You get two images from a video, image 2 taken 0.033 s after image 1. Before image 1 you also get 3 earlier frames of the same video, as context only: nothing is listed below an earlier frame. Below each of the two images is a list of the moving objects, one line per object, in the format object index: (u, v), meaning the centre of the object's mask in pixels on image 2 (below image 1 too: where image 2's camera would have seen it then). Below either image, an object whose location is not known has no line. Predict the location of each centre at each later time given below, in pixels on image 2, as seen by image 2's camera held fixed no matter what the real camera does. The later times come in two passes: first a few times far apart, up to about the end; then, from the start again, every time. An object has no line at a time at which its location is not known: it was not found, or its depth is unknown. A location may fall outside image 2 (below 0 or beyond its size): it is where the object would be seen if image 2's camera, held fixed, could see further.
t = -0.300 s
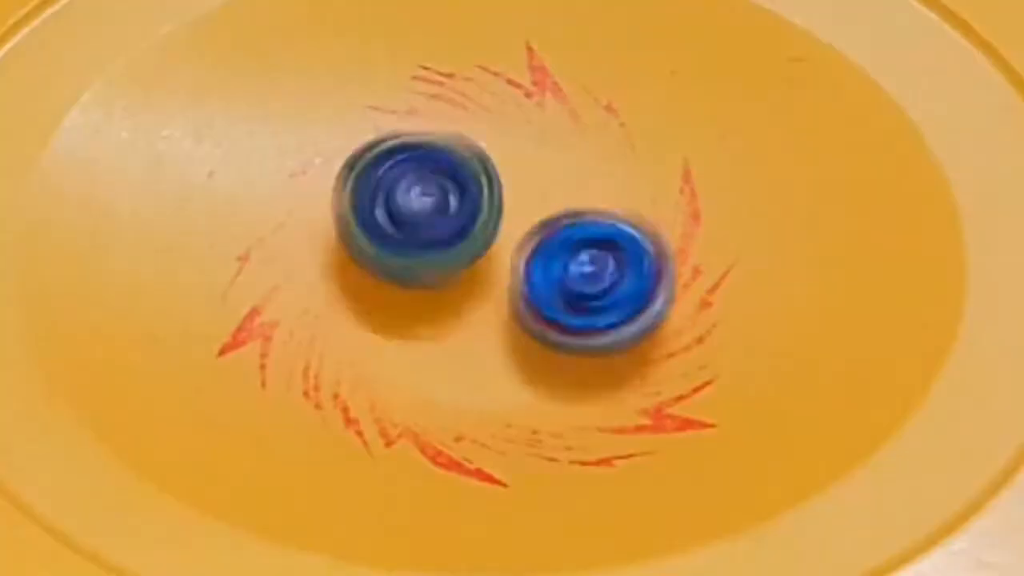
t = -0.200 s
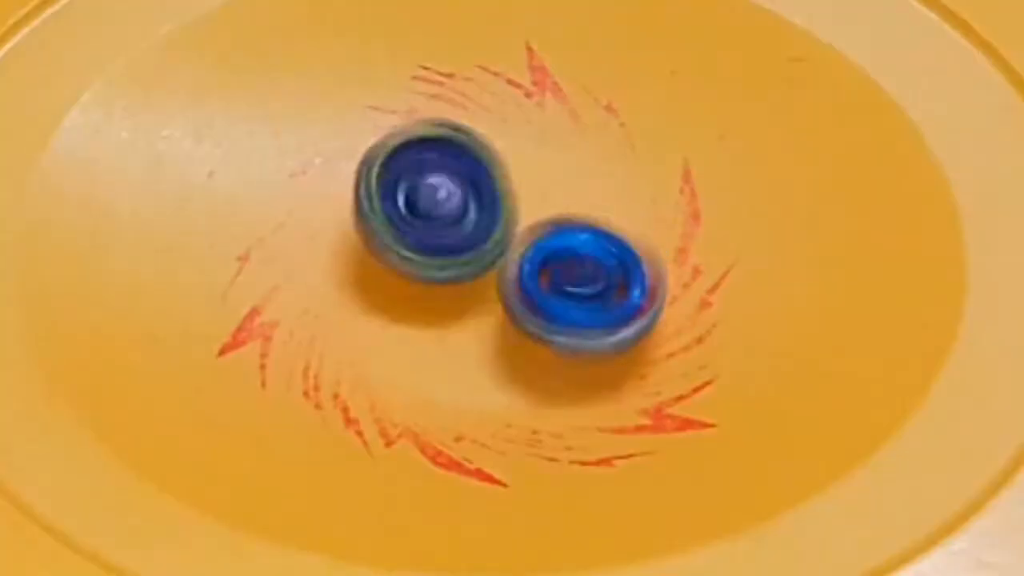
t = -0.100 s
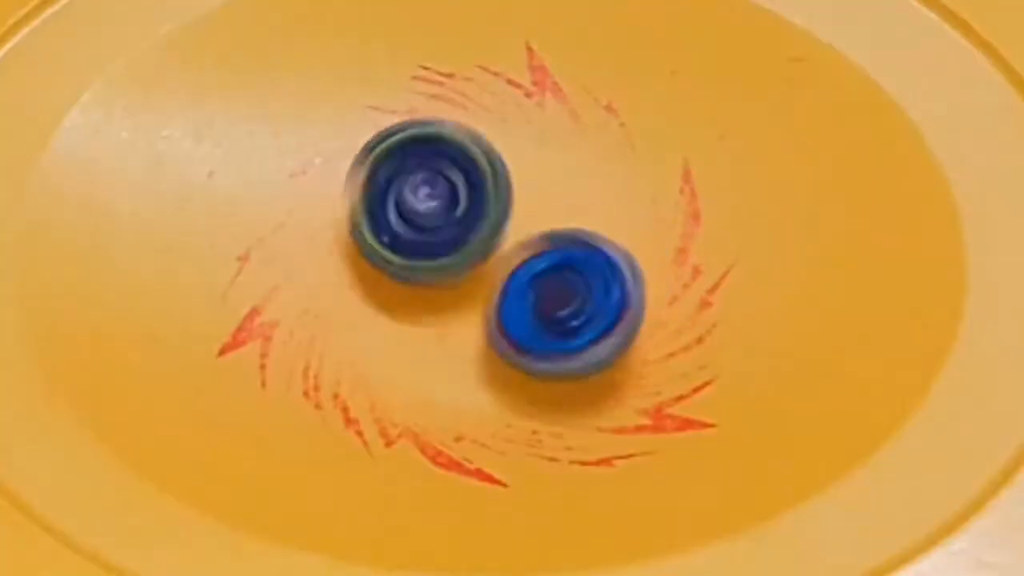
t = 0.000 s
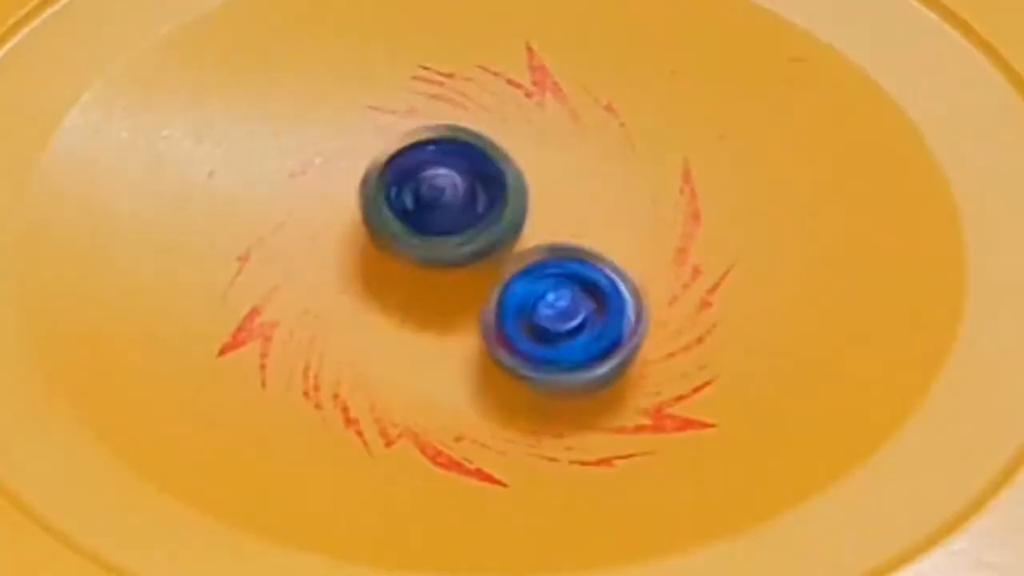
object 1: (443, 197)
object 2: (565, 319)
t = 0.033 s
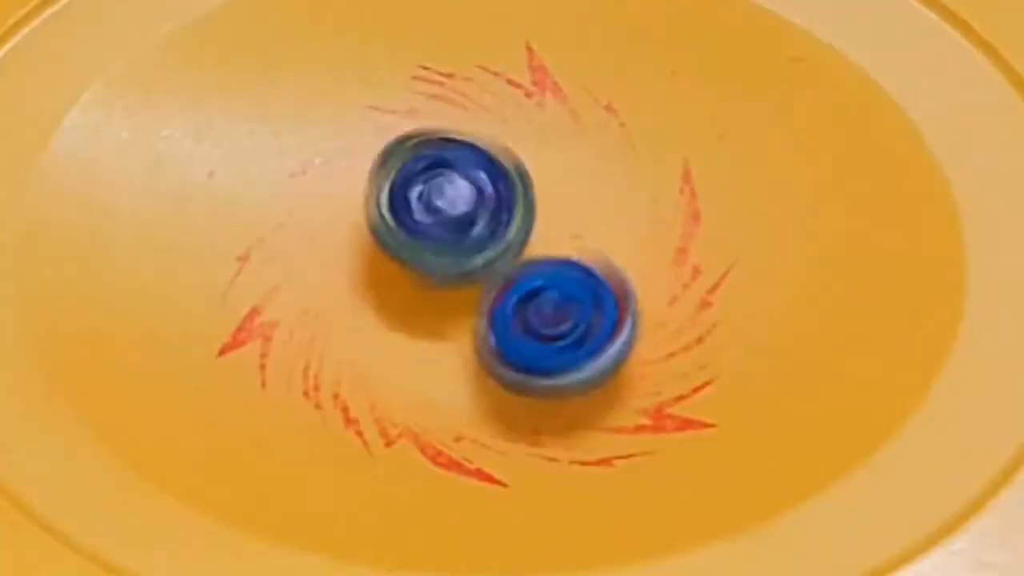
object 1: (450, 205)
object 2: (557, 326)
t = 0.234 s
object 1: (441, 208)
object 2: (533, 364)
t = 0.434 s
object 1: (447, 219)
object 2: (492, 366)
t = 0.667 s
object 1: (471, 206)
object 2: (450, 353)
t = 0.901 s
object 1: (506, 189)
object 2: (411, 302)
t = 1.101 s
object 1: (509, 189)
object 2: (387, 272)
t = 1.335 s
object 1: (511, 189)
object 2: (366, 251)
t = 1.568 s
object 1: (511, 189)
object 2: (366, 251)
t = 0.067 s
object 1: (448, 209)
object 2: (554, 331)
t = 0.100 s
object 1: (443, 212)
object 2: (552, 342)
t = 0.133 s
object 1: (440, 212)
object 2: (546, 347)
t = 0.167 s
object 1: (438, 211)
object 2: (542, 350)
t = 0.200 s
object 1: (437, 209)
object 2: (538, 357)
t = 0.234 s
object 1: (441, 208)
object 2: (533, 364)
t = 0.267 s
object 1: (443, 207)
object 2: (524, 369)
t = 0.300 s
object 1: (447, 209)
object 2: (516, 370)
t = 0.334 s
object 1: (449, 212)
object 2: (511, 367)
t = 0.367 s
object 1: (447, 213)
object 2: (507, 367)
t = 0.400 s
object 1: (448, 217)
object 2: (503, 370)
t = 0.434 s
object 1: (447, 219)
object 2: (492, 366)
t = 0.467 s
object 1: (444, 216)
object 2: (479, 363)
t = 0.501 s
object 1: (448, 210)
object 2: (471, 363)
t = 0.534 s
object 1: (453, 205)
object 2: (467, 361)
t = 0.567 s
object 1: (455, 204)
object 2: (464, 359)
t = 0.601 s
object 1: (461, 201)
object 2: (461, 360)
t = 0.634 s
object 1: (467, 203)
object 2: (455, 358)
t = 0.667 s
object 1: (471, 206)
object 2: (450, 353)
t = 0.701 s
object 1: (476, 208)
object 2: (443, 344)
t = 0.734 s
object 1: (490, 210)
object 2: (442, 336)
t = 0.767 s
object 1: (502, 201)
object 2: (432, 329)
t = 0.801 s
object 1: (508, 193)
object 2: (423, 322)
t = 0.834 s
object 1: (507, 191)
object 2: (418, 313)
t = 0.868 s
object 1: (506, 189)
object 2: (413, 307)
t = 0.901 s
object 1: (506, 189)
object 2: (411, 302)
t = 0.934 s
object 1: (506, 190)
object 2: (406, 296)
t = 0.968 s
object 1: (506, 190)
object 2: (400, 294)
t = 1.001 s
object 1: (507, 190)
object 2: (394, 290)
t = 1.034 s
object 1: (508, 189)
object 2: (390, 285)
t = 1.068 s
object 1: (507, 190)
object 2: (389, 279)
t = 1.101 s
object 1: (509, 189)
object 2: (387, 272)
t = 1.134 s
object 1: (511, 188)
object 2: (381, 265)
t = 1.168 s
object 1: (510, 189)
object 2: (378, 258)
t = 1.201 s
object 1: (511, 189)
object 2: (373, 253)
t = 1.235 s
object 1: (511, 188)
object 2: (369, 252)
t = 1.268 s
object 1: (511, 189)
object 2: (367, 251)
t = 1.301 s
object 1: (511, 189)
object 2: (366, 251)
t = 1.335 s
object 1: (511, 189)
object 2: (366, 251)
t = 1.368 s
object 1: (511, 189)
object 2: (366, 251)
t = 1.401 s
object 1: (511, 189)
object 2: (366, 251)
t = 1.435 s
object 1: (511, 189)
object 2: (366, 251)
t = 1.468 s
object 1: (511, 189)
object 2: (366, 251)
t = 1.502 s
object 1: (511, 189)
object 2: (366, 251)
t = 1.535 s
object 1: (511, 189)
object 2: (366, 251)
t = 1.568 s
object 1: (511, 189)
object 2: (366, 251)
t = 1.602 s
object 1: (511, 189)
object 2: (366, 251)
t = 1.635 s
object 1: (511, 189)
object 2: (366, 251)
